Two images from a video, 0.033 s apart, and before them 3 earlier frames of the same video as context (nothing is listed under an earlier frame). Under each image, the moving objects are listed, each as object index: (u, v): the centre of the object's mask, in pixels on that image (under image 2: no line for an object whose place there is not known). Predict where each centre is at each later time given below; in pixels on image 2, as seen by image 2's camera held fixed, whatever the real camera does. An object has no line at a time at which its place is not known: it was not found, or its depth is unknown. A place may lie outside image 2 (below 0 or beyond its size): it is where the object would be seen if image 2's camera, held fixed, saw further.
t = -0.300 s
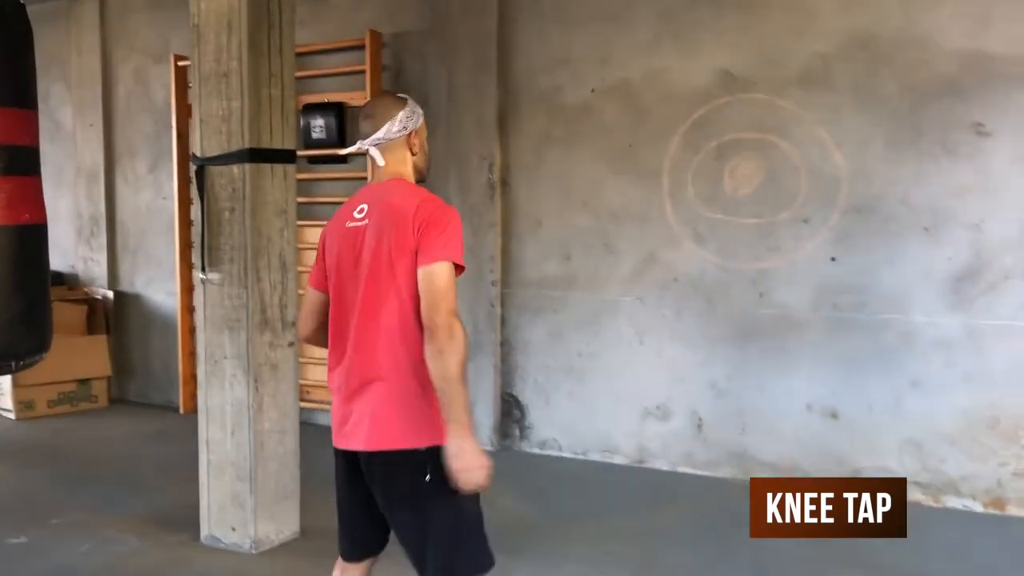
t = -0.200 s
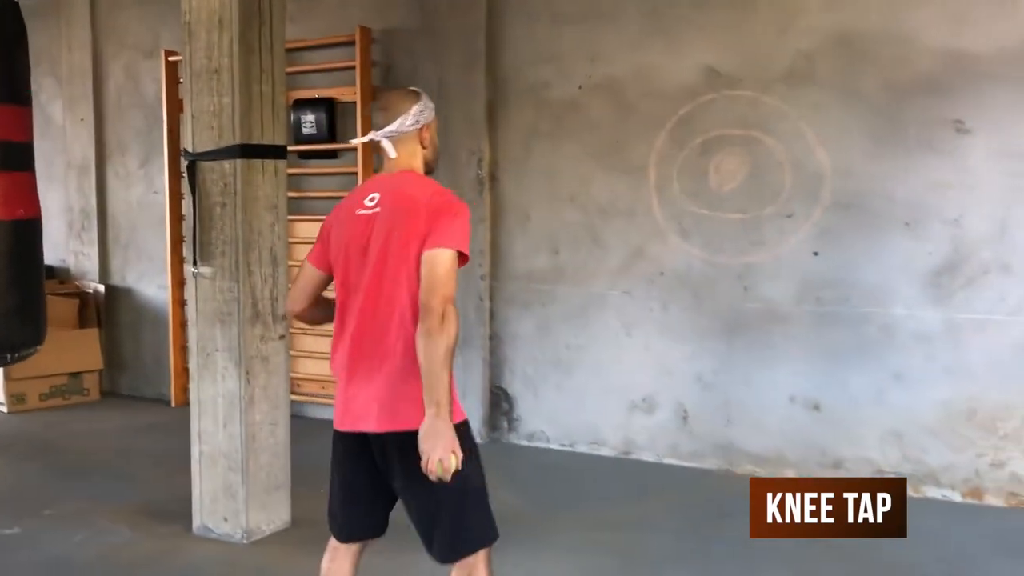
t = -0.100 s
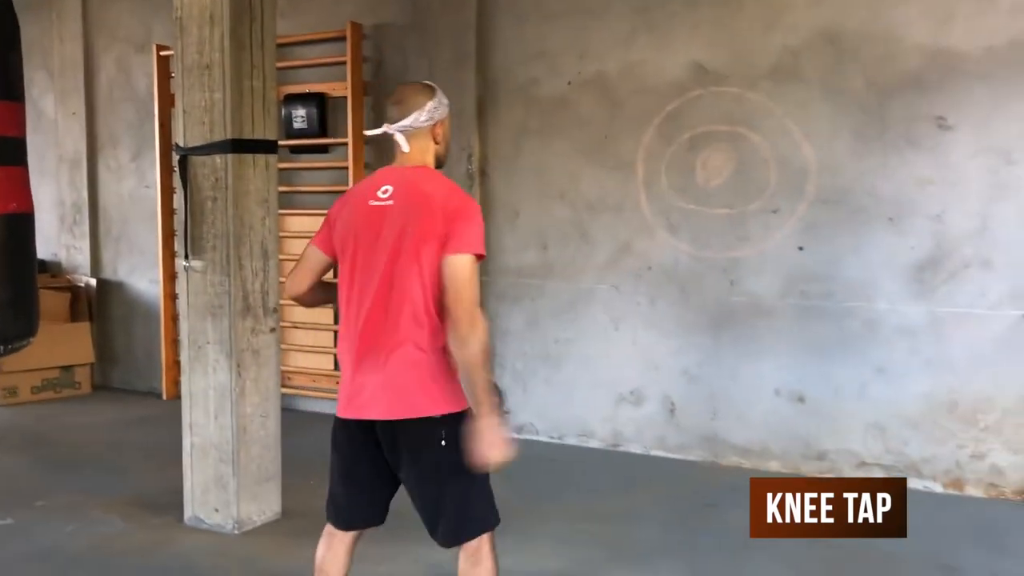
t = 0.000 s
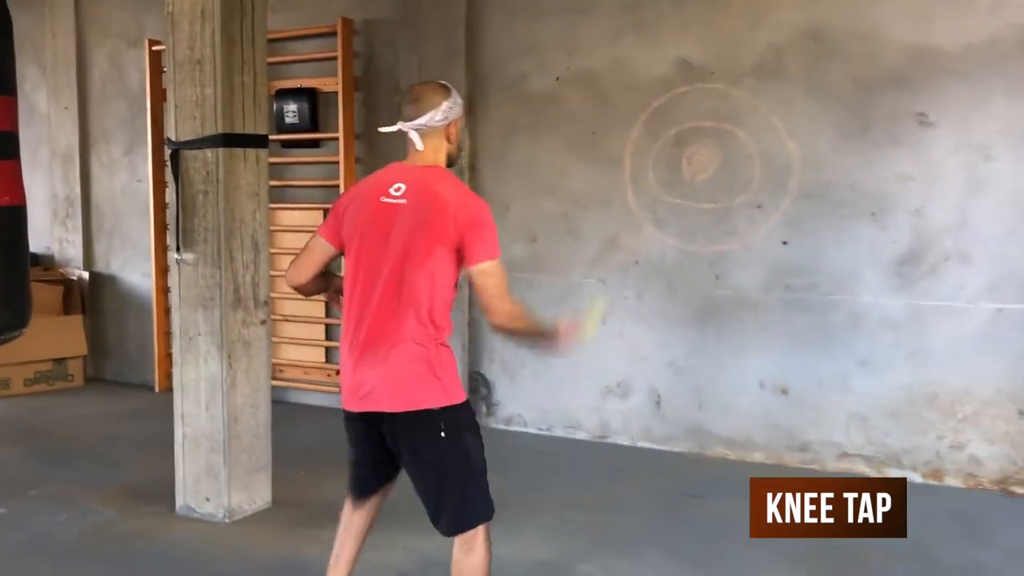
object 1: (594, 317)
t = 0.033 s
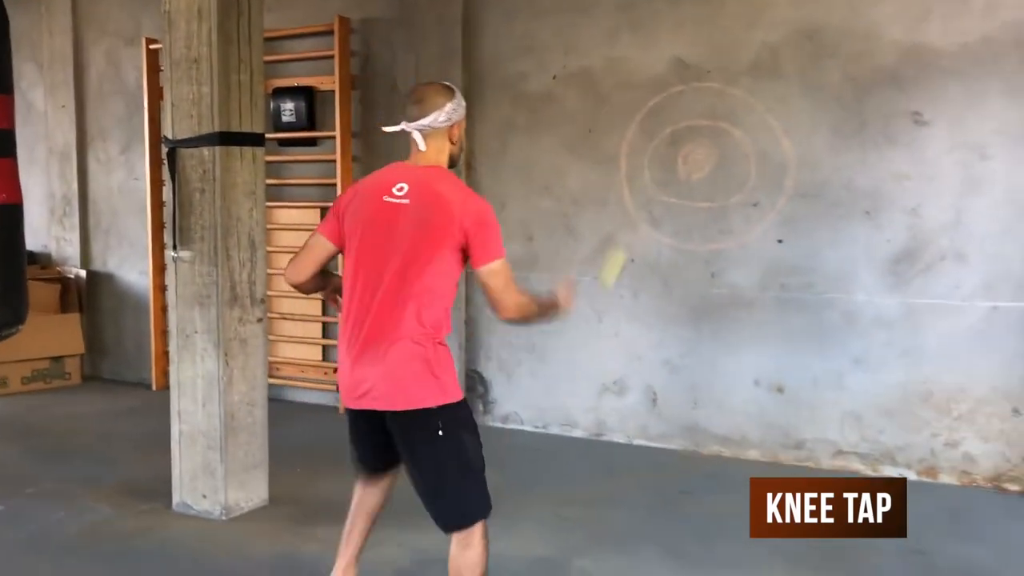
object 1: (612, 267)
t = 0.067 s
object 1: (634, 226)
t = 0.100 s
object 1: (655, 190)
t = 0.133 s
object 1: (676, 161)
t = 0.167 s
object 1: (693, 138)
